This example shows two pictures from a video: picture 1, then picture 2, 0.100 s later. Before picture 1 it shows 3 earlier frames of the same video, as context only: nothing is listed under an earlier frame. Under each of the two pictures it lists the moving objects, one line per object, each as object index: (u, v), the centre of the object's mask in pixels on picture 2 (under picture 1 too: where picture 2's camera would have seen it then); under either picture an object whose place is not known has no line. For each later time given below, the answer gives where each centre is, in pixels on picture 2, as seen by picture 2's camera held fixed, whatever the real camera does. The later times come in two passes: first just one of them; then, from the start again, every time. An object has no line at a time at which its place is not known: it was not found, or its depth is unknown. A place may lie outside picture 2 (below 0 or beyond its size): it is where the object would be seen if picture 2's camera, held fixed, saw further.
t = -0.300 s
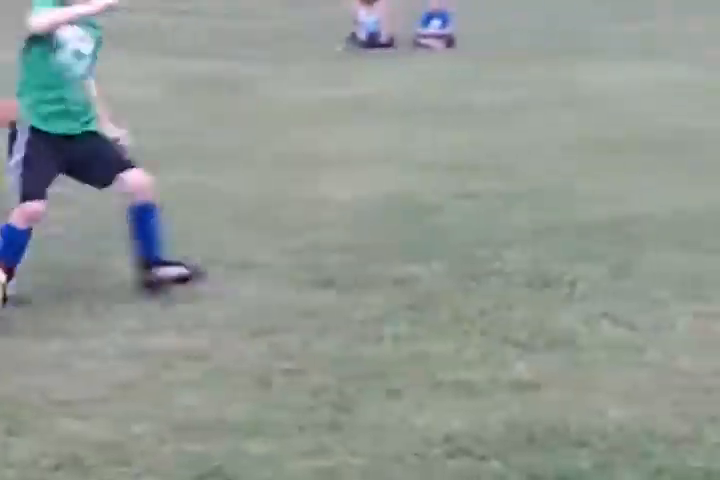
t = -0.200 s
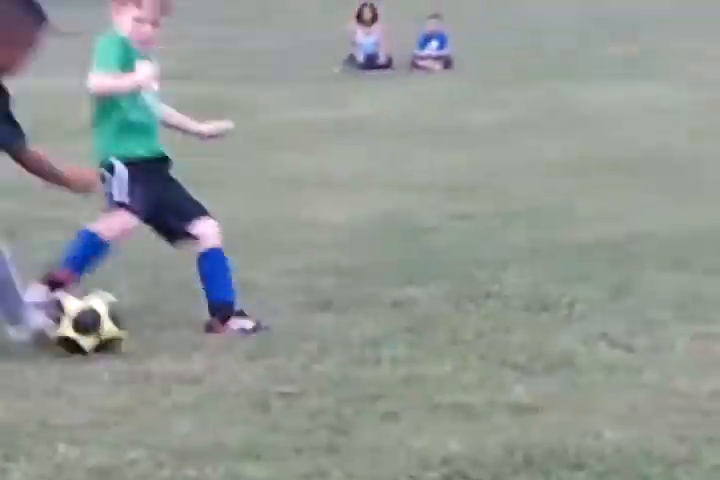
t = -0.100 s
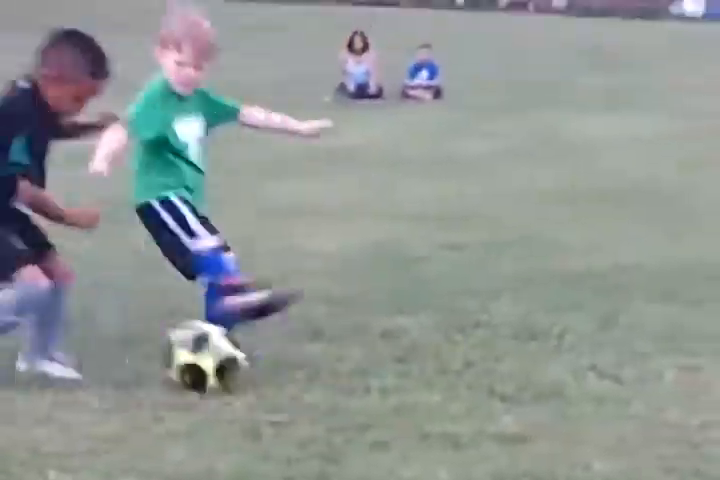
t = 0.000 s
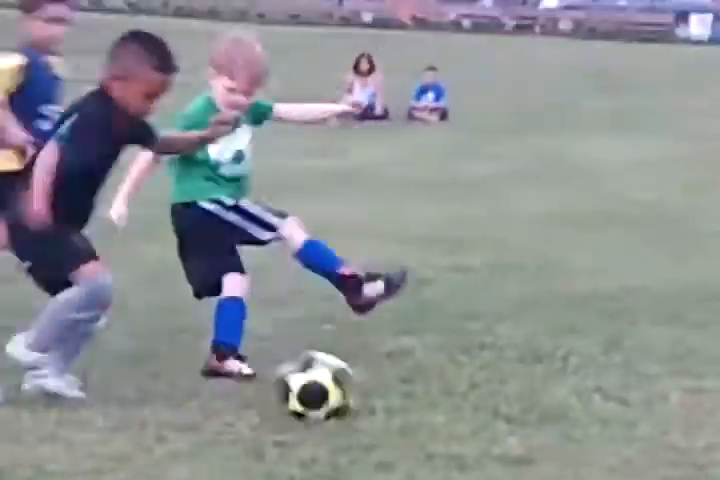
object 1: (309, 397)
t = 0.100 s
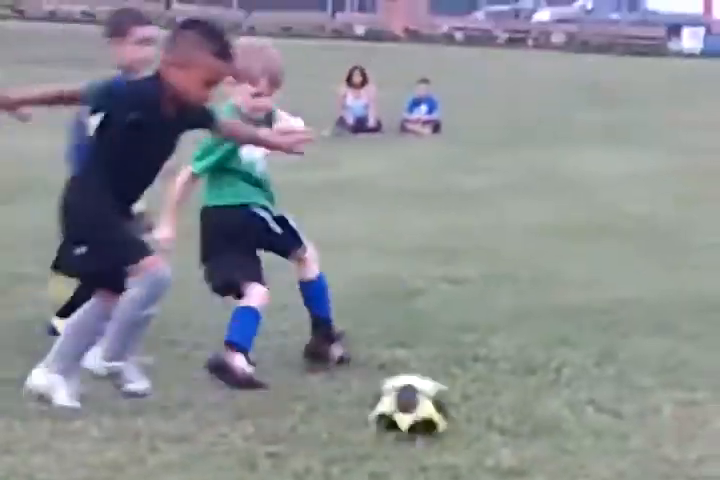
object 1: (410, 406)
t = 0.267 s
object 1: (569, 417)
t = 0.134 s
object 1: (441, 407)
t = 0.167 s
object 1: (472, 408)
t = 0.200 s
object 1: (504, 411)
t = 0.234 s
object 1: (536, 413)
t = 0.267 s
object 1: (569, 417)
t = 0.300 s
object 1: (597, 418)
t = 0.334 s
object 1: (624, 416)
